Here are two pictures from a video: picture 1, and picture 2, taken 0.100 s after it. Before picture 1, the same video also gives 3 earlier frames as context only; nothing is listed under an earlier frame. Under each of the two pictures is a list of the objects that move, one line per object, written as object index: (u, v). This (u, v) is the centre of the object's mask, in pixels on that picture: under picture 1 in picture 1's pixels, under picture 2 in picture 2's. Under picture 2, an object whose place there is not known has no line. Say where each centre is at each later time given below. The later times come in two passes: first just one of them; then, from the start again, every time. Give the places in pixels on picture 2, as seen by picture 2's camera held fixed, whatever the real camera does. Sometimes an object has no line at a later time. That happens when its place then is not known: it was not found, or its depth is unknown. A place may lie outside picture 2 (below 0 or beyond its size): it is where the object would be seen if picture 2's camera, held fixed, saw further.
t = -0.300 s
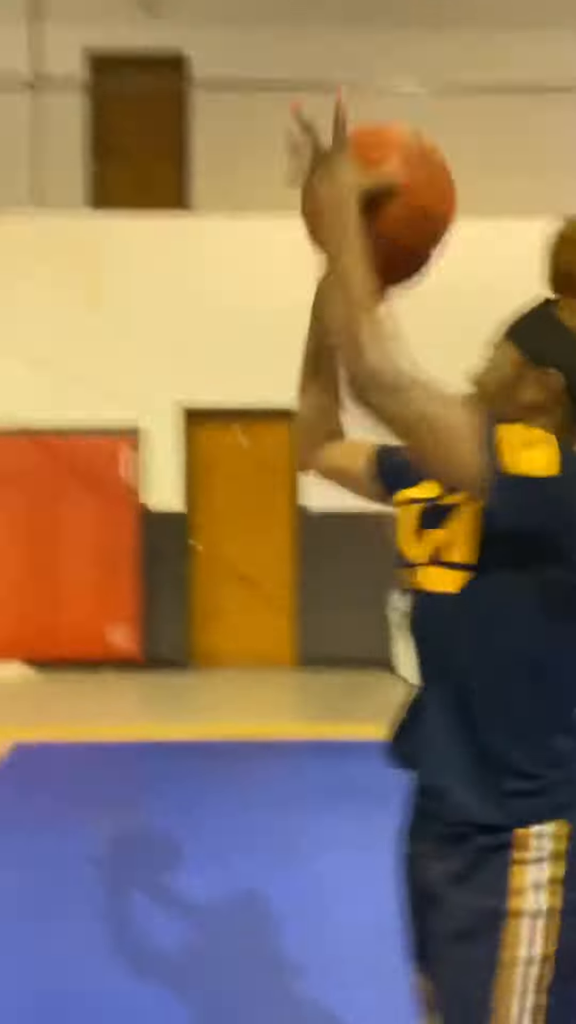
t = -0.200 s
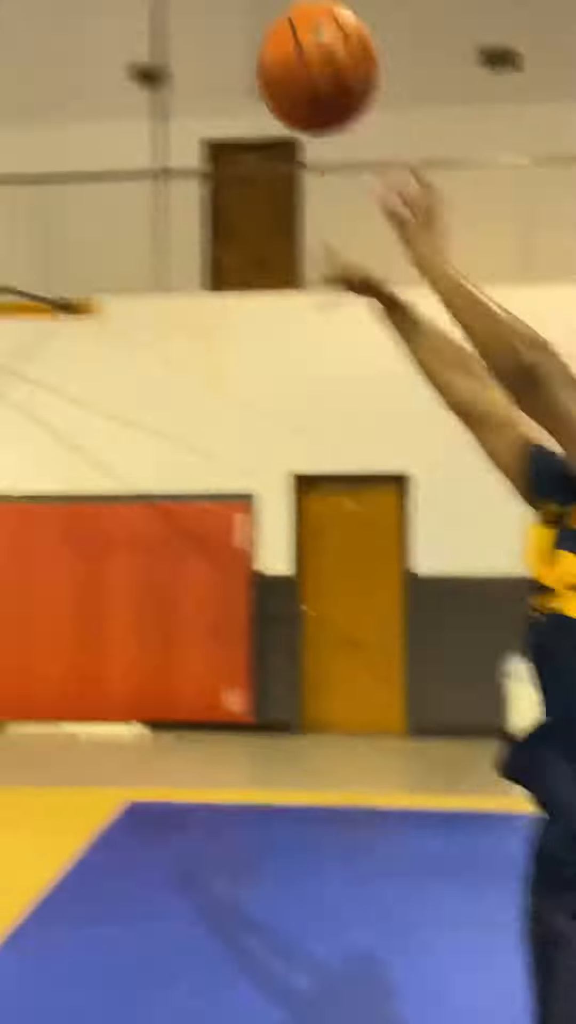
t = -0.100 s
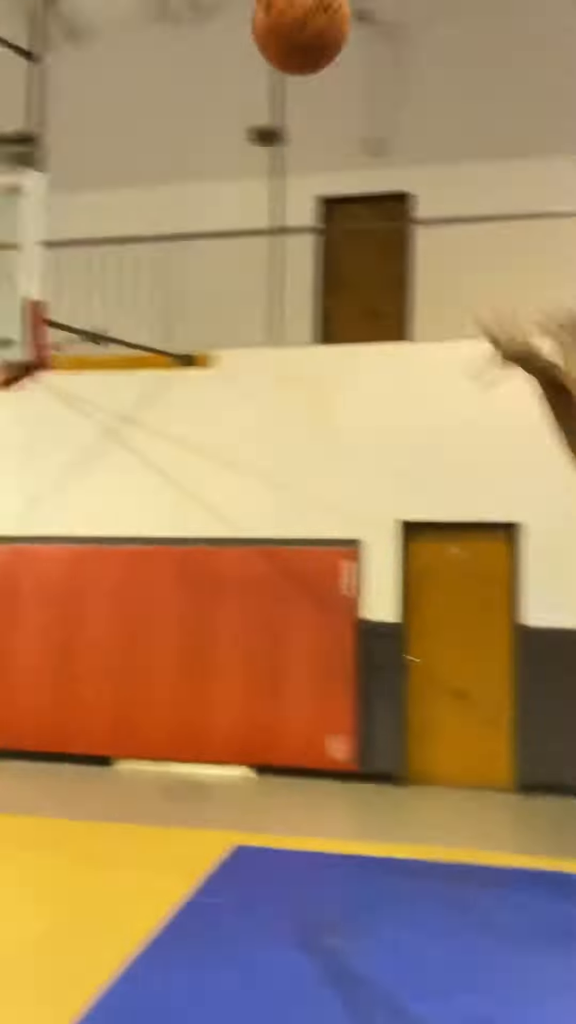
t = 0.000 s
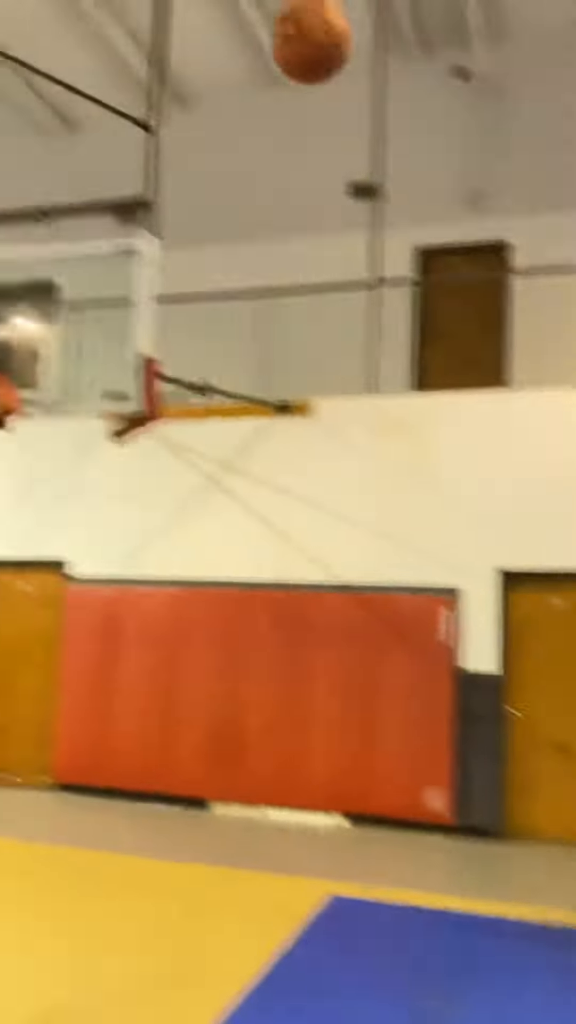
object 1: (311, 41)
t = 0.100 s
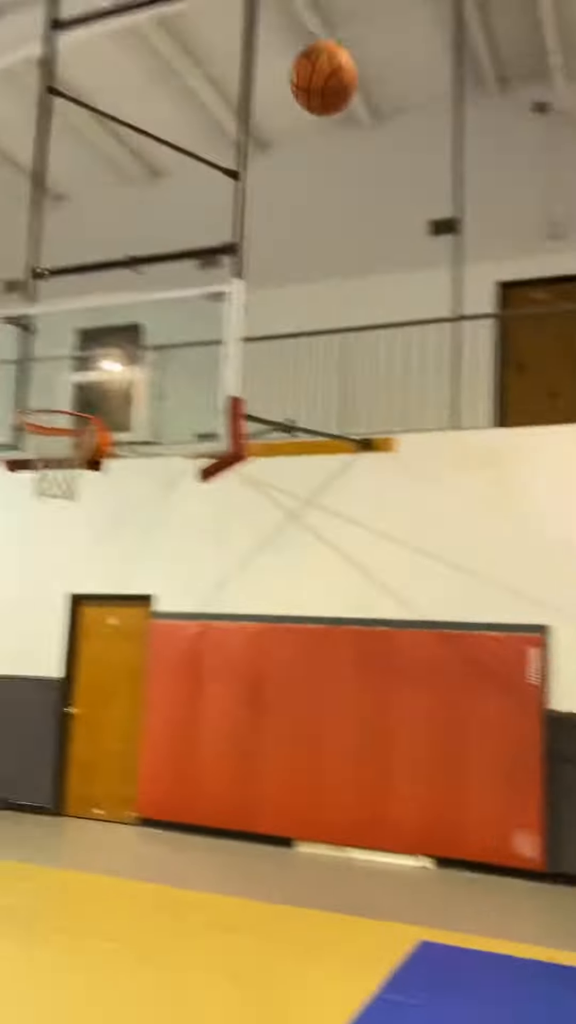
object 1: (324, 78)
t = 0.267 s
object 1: (237, 113)
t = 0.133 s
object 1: (305, 81)
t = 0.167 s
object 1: (286, 86)
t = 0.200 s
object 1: (269, 93)
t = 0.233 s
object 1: (252, 102)
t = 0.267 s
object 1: (237, 113)
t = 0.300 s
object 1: (223, 125)
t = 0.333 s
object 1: (209, 138)
